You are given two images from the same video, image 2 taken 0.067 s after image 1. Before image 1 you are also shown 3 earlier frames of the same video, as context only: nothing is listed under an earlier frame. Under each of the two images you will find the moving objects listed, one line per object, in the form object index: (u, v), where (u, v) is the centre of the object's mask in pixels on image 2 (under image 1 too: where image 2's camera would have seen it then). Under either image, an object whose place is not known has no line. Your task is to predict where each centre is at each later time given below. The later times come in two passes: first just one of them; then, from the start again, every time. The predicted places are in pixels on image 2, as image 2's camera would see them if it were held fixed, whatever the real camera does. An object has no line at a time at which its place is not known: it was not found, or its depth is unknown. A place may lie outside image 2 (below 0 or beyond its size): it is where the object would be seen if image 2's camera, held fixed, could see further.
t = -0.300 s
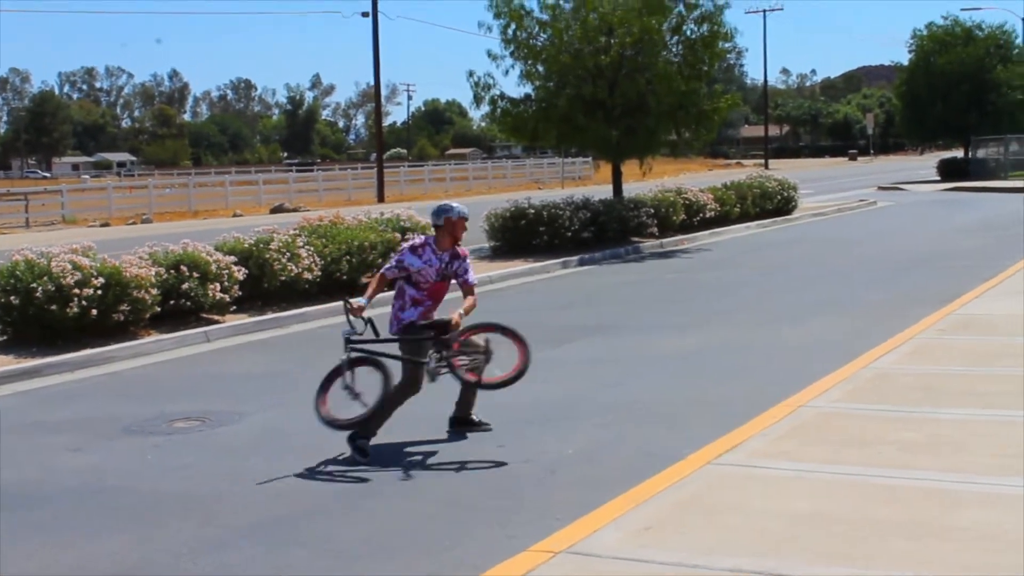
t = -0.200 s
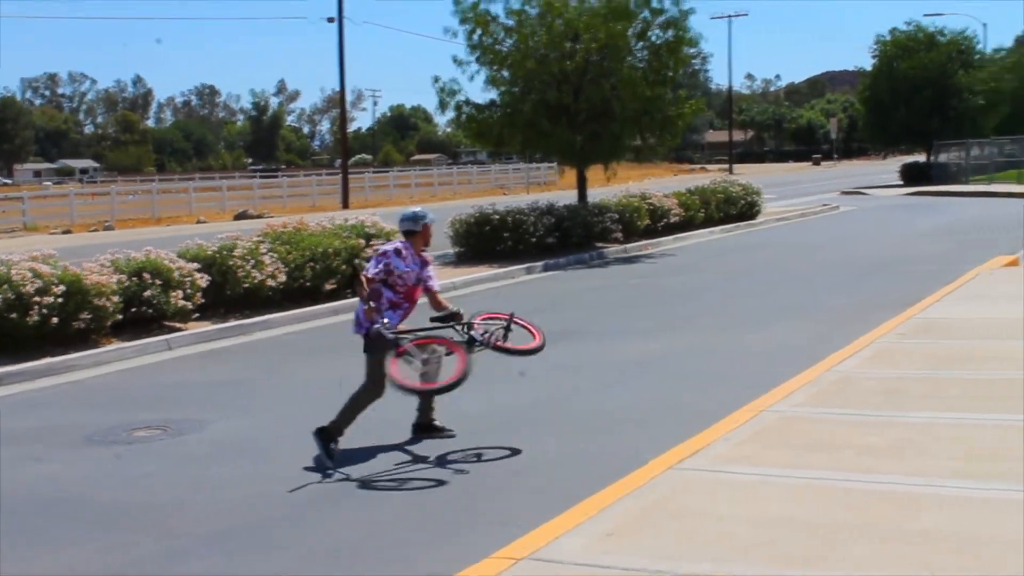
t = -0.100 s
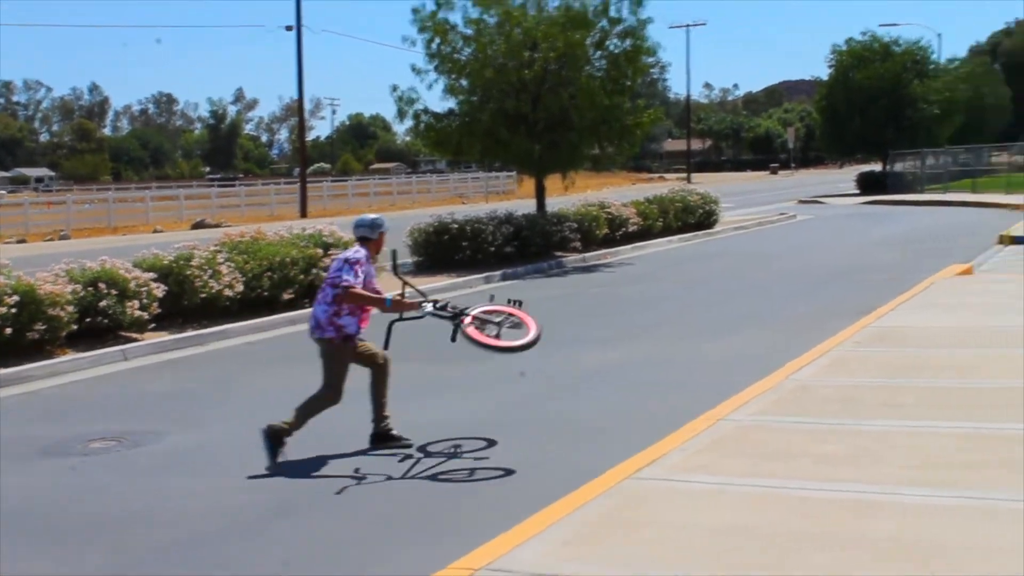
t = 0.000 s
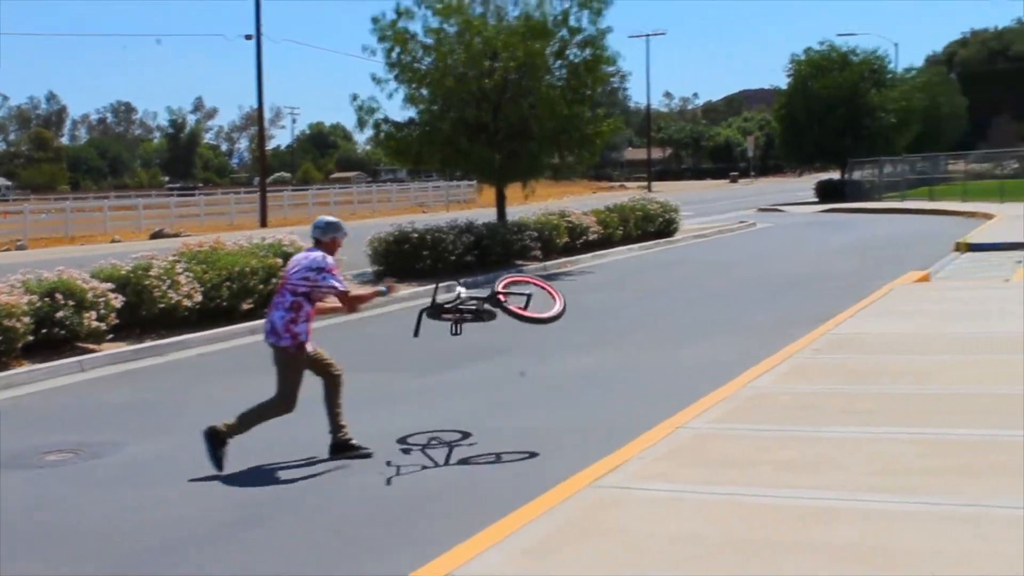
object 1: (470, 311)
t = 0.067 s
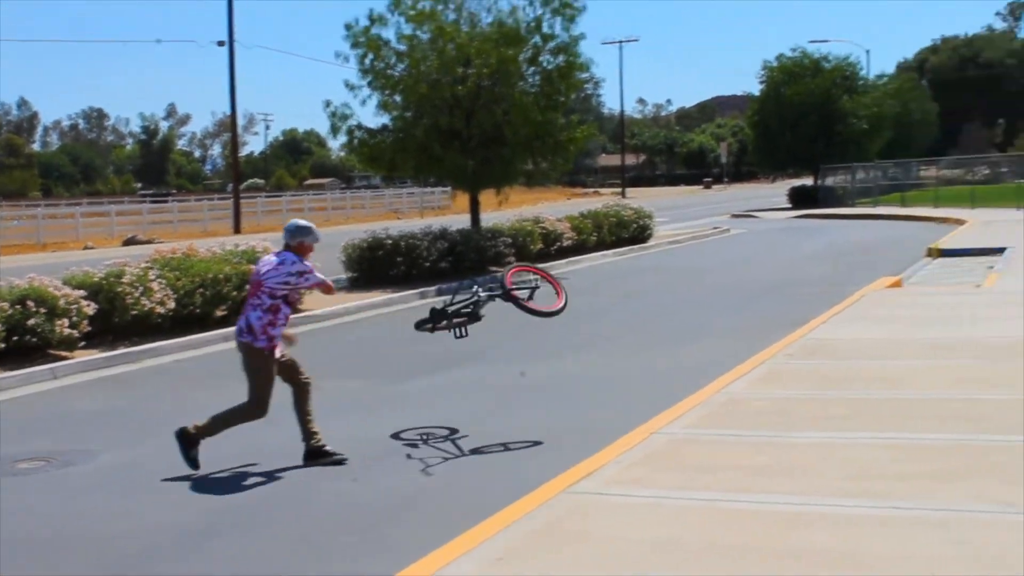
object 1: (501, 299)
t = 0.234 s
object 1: (539, 314)
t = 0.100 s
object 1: (512, 298)
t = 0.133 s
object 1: (524, 296)
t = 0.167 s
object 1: (534, 299)
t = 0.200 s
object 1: (537, 305)
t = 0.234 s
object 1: (539, 314)
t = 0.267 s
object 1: (540, 327)
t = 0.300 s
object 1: (551, 333)
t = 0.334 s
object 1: (562, 338)
